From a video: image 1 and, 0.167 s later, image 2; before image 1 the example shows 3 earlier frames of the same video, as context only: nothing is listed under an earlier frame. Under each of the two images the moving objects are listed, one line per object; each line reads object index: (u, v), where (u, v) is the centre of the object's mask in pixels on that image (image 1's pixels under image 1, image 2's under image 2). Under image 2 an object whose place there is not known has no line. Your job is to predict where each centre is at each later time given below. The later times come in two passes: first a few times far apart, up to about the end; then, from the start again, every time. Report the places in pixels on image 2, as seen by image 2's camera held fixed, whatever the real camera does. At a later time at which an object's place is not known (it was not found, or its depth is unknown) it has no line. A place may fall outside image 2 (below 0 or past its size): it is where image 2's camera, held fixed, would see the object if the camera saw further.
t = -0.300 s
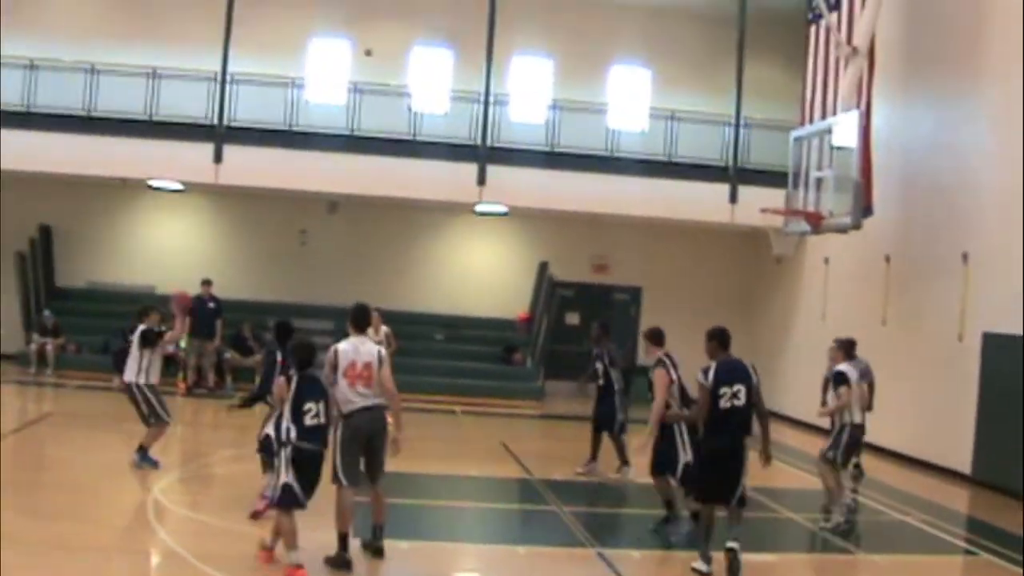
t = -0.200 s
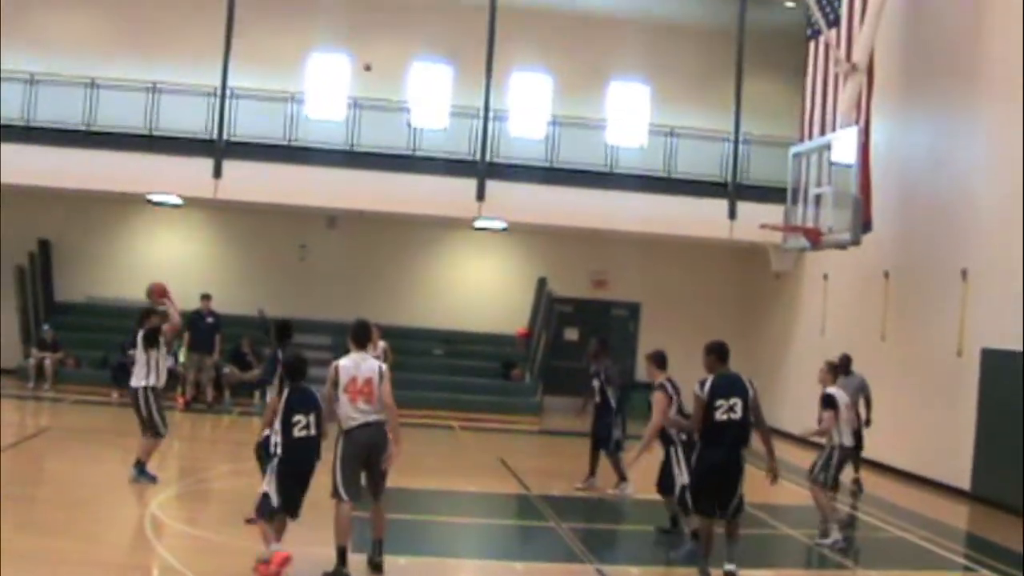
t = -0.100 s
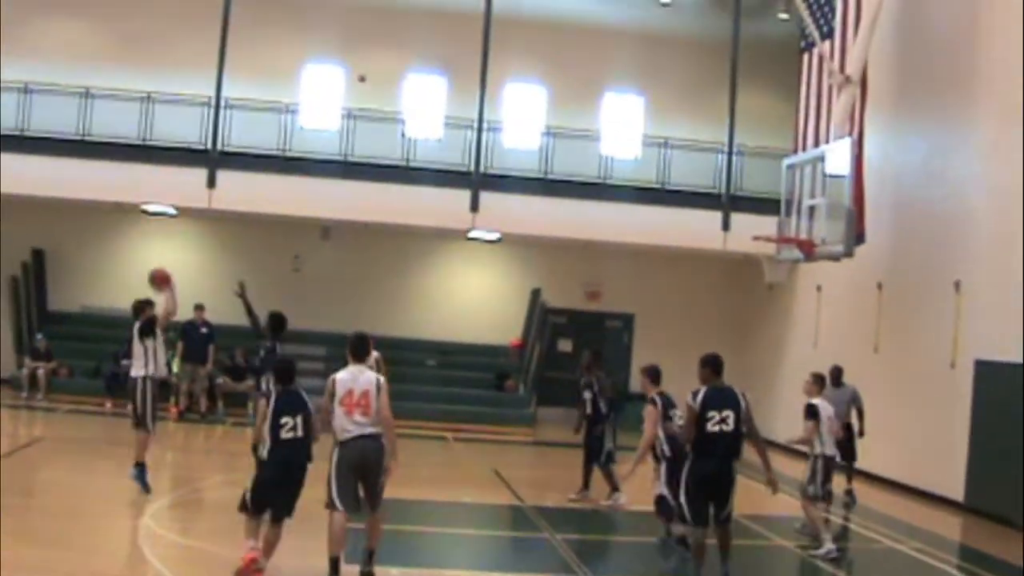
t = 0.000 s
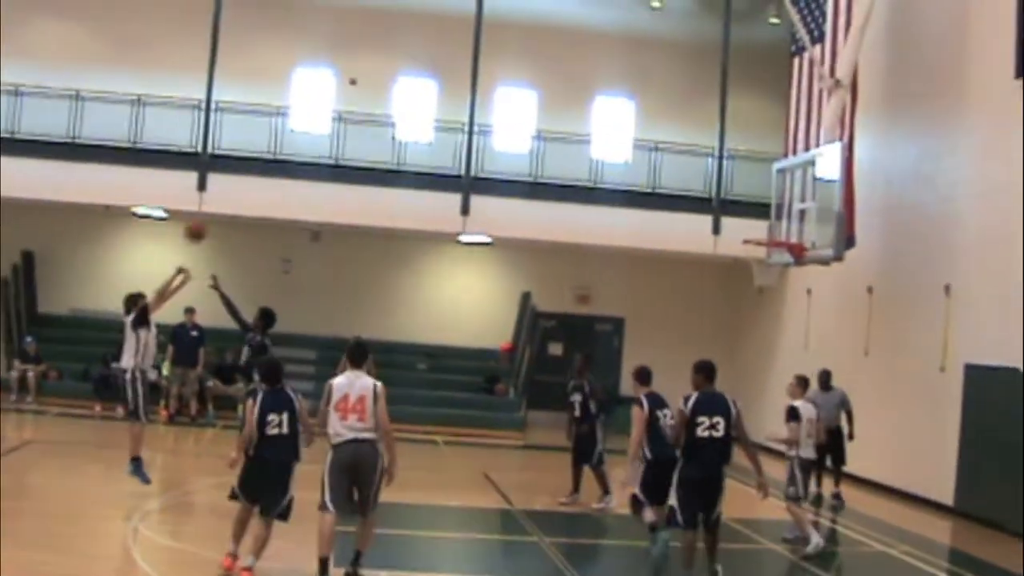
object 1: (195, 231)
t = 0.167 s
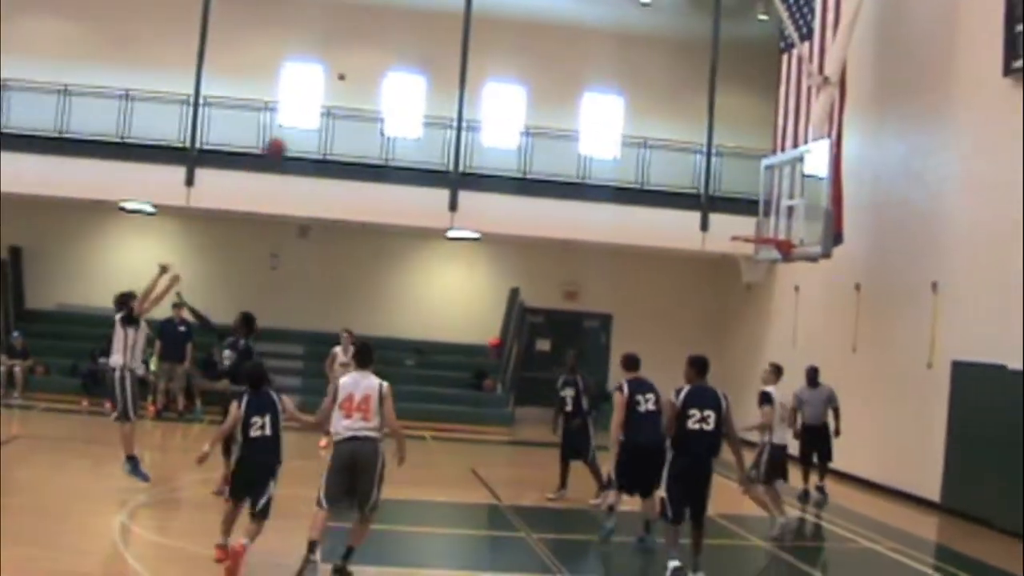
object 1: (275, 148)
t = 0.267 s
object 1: (330, 116)
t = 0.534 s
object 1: (469, 77)
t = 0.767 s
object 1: (585, 97)
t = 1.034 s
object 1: (713, 189)
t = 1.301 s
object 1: (744, 317)
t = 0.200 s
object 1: (293, 137)
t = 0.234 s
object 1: (312, 128)
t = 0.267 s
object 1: (330, 116)
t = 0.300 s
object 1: (347, 107)
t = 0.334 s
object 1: (364, 99)
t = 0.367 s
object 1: (379, 92)
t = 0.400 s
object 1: (400, 83)
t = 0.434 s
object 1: (420, 82)
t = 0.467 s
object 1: (434, 80)
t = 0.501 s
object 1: (451, 78)
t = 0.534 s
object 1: (469, 77)
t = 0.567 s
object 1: (485, 76)
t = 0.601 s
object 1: (504, 77)
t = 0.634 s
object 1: (521, 79)
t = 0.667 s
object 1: (537, 83)
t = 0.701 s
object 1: (554, 87)
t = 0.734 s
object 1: (570, 92)
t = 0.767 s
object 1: (585, 97)
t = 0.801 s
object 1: (604, 102)
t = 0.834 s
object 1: (622, 114)
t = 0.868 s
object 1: (635, 124)
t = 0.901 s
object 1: (650, 135)
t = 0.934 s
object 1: (666, 146)
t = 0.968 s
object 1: (682, 159)
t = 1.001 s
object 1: (696, 173)
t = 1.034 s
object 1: (713, 189)
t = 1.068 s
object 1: (727, 203)
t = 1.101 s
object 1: (743, 219)
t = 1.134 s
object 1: (757, 238)
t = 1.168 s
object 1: (763, 254)
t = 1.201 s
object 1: (759, 272)
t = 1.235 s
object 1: (754, 285)
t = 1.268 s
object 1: (749, 301)
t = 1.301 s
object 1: (744, 317)
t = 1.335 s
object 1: (739, 336)
